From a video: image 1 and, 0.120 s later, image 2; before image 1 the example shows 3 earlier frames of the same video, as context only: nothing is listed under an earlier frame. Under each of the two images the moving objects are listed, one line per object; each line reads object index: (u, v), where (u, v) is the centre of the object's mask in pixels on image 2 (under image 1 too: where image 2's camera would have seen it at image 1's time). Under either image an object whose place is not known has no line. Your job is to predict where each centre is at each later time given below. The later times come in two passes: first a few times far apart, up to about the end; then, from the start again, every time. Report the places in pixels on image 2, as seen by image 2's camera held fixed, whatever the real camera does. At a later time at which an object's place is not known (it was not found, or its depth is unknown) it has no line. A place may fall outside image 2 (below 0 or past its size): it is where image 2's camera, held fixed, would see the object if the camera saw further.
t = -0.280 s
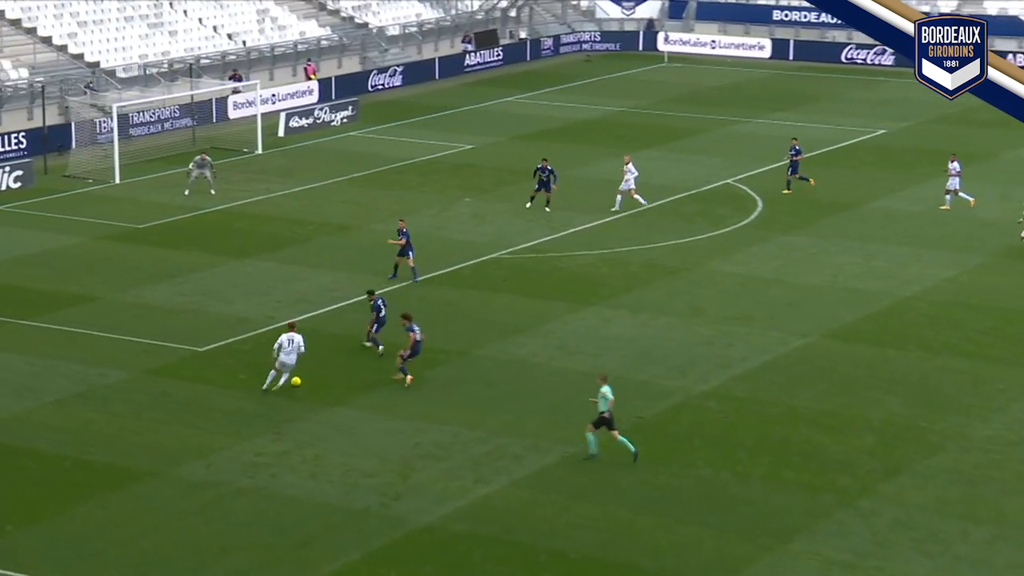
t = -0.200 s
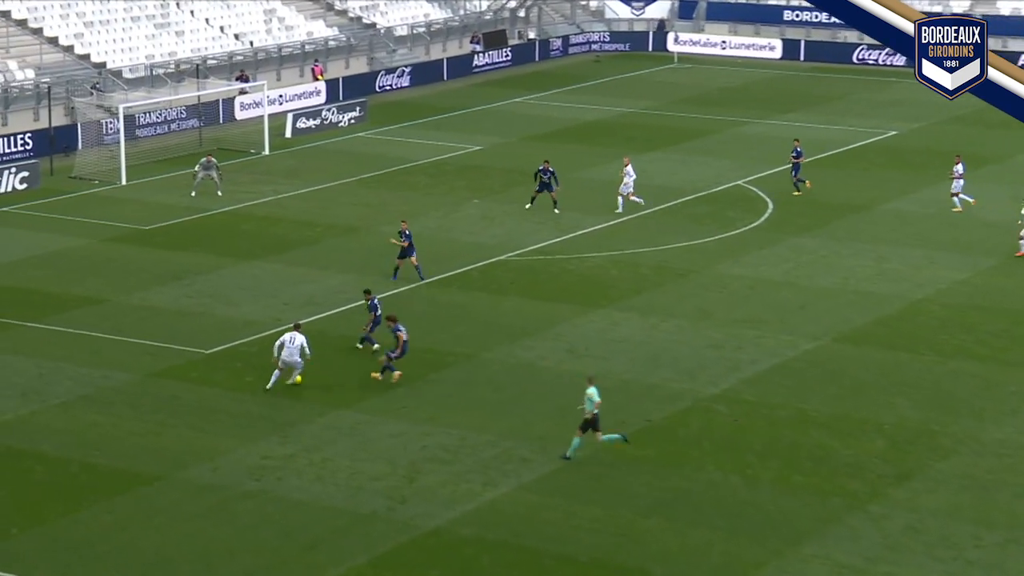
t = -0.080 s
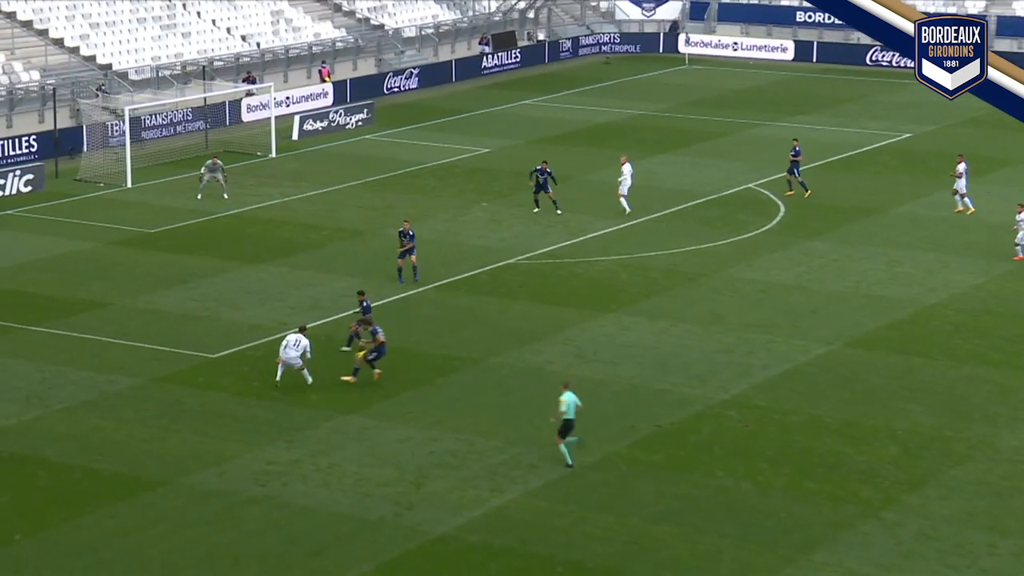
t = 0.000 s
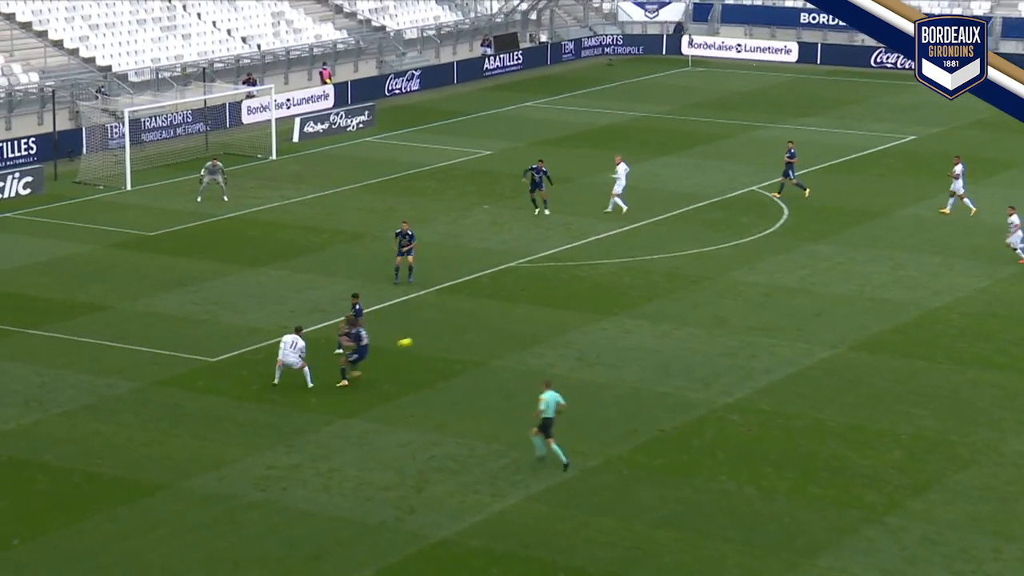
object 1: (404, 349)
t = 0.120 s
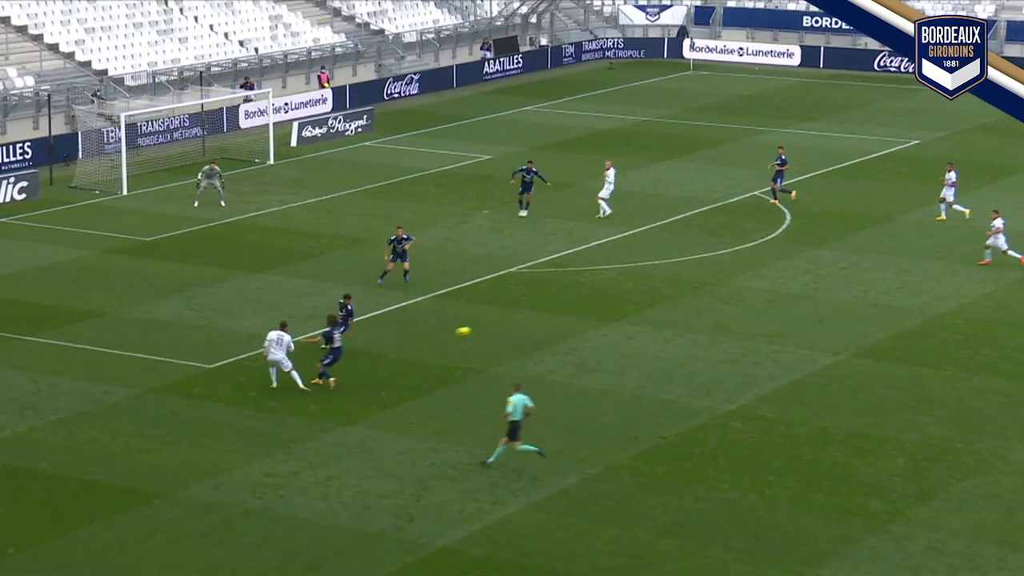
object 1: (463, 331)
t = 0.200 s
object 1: (501, 324)
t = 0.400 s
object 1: (591, 315)
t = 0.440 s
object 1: (608, 315)
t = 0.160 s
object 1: (482, 327)
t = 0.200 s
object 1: (501, 324)
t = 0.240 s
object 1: (520, 320)
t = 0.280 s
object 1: (538, 318)
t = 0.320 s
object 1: (556, 317)
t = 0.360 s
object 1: (573, 315)
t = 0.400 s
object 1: (591, 315)
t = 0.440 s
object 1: (608, 315)
